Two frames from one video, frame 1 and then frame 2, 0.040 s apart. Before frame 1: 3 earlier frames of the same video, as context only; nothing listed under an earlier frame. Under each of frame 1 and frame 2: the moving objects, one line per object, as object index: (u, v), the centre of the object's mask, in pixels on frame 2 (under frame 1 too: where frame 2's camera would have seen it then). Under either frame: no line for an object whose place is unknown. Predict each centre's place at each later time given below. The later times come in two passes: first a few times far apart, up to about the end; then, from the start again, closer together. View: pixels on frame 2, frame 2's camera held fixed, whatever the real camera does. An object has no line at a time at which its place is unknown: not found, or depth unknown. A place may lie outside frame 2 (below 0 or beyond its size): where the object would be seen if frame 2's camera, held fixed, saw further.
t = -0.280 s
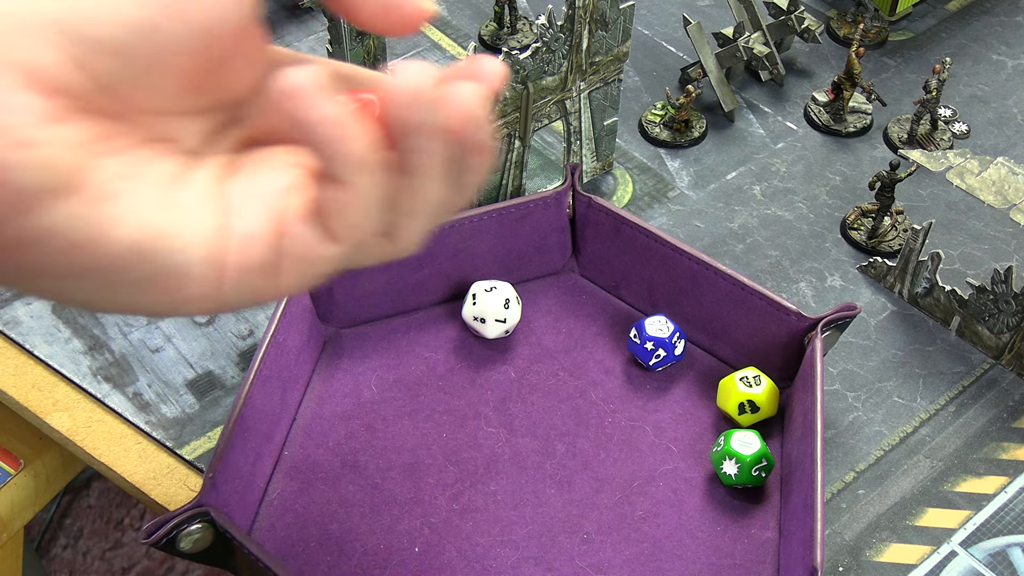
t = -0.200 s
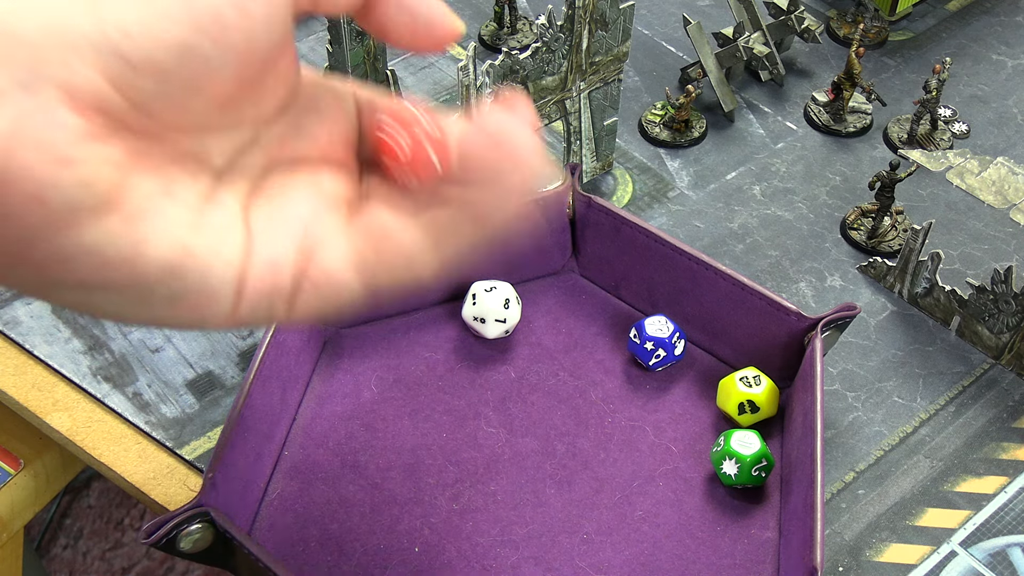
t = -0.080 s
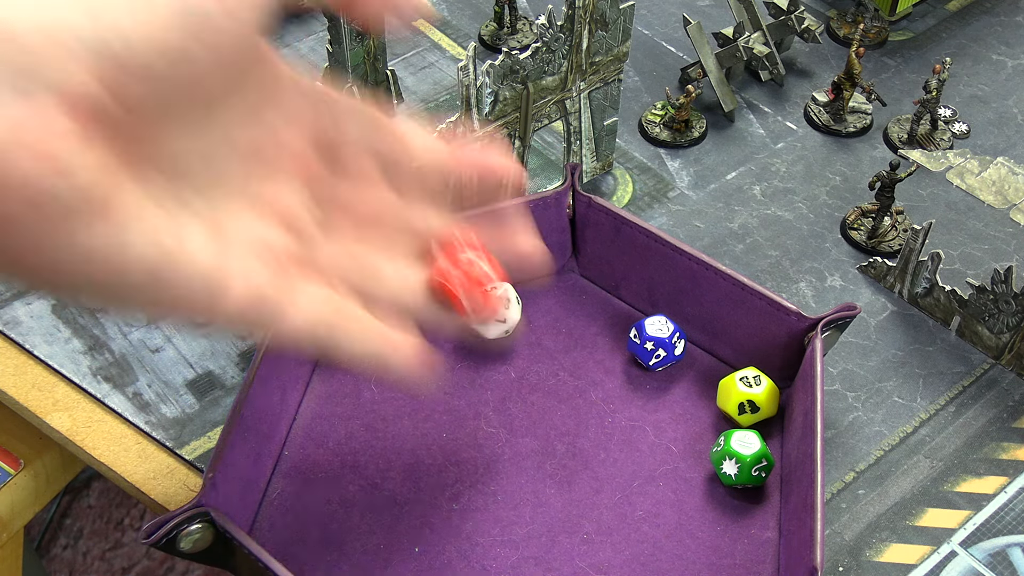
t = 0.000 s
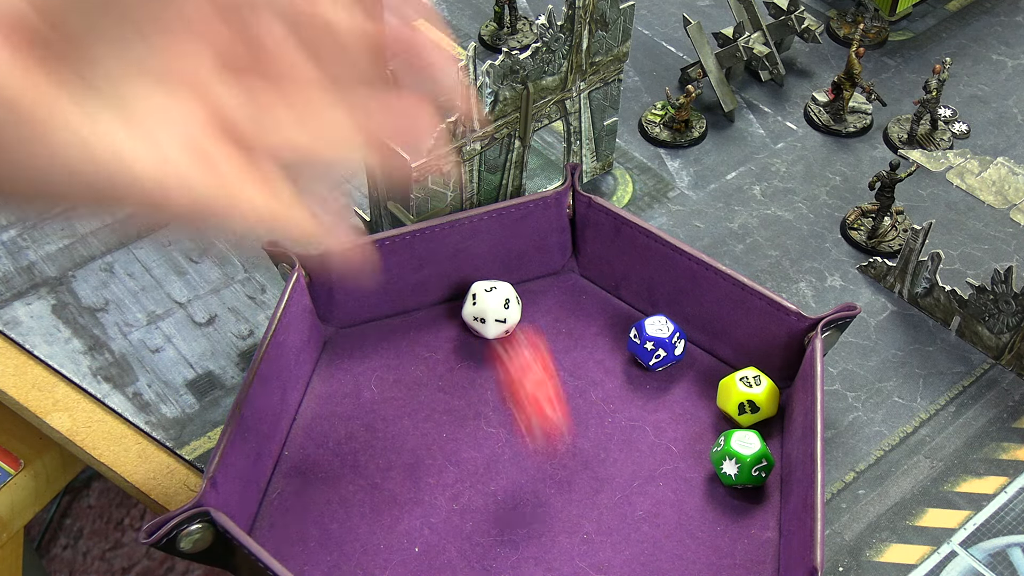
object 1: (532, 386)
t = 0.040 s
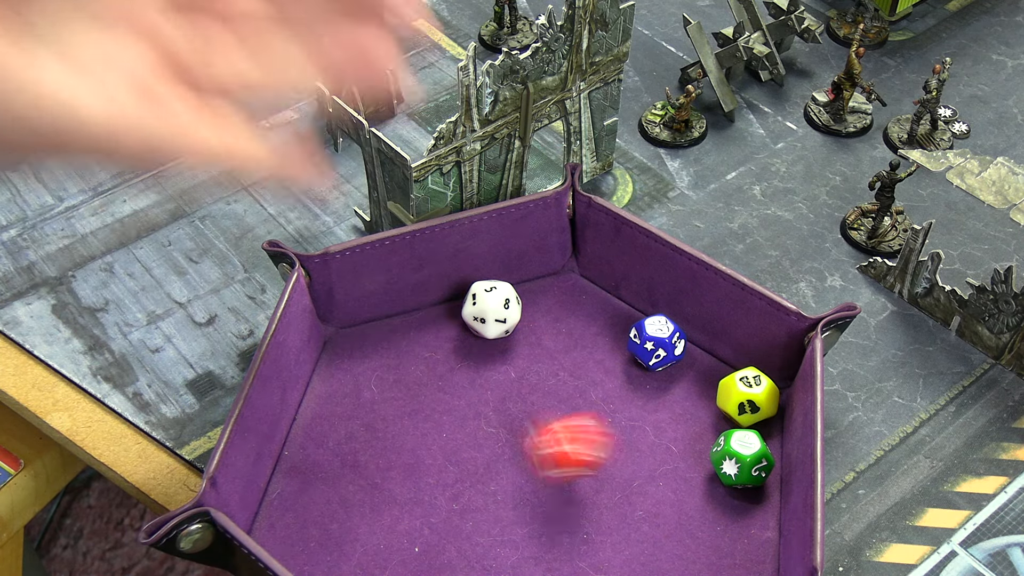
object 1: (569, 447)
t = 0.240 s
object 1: (734, 544)
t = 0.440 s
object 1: (682, 542)
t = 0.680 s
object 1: (699, 541)
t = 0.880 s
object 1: (699, 543)
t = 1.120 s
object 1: (699, 543)
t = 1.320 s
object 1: (699, 543)
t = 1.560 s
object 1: (699, 543)
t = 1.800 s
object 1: (699, 543)
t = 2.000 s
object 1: (699, 543)
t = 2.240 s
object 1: (699, 544)
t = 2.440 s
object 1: (699, 543)
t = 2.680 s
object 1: (699, 543)
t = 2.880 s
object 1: (699, 543)
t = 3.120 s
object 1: (699, 543)
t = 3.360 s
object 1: (699, 543)
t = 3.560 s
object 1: (699, 543)
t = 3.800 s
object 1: (699, 543)
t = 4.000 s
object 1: (699, 543)
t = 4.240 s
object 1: (699, 543)
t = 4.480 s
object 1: (699, 543)
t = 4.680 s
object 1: (699, 543)
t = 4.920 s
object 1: (699, 543)
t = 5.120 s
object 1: (699, 543)
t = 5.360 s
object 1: (699, 543)
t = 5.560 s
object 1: (699, 544)
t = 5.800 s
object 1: (699, 544)
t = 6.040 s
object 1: (699, 544)
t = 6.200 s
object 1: (699, 544)
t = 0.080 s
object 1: (620, 445)
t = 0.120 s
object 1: (672, 472)
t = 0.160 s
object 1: (720, 519)
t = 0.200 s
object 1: (749, 538)
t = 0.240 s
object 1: (734, 544)
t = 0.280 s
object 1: (722, 548)
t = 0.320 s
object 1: (713, 551)
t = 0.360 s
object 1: (699, 552)
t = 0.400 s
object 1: (687, 550)
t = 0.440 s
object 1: (682, 542)
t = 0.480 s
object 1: (684, 535)
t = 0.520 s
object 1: (692, 533)
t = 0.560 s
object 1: (698, 535)
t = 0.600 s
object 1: (702, 544)
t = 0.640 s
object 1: (700, 547)
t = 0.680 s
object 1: (699, 541)
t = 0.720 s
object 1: (700, 541)
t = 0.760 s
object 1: (699, 545)
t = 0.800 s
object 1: (699, 542)
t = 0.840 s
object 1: (699, 544)
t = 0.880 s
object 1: (699, 543)
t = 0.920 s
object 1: (699, 543)
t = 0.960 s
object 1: (699, 543)
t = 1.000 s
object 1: (699, 543)
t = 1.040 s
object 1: (699, 543)
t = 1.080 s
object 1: (699, 543)
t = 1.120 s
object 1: (699, 543)
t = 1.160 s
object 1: (699, 543)
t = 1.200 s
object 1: (699, 543)
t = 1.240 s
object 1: (699, 543)
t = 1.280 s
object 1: (699, 543)
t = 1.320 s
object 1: (699, 543)
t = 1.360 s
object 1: (699, 543)
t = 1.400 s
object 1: (699, 543)
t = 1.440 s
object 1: (699, 543)
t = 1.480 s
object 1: (699, 543)
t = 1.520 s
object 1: (699, 543)
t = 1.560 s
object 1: (699, 543)
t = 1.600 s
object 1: (699, 543)
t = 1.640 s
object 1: (699, 543)
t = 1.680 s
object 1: (699, 543)
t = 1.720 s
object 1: (699, 543)
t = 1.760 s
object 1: (699, 543)
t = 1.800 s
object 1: (699, 543)
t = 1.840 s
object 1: (699, 543)
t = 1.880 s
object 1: (699, 543)
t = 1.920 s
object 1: (699, 543)
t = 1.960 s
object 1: (699, 543)
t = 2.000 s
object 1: (699, 543)
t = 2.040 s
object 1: (699, 543)
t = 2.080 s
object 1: (699, 543)
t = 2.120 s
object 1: (699, 544)
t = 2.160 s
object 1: (699, 544)
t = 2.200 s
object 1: (699, 544)
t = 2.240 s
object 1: (699, 544)
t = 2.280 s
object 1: (699, 544)
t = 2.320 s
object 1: (699, 544)
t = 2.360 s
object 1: (699, 544)
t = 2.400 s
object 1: (699, 543)
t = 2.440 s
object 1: (699, 543)
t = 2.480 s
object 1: (699, 543)
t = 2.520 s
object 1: (699, 543)
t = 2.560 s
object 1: (699, 543)
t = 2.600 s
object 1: (699, 543)
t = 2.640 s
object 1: (699, 543)
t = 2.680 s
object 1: (699, 543)
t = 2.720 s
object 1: (699, 543)
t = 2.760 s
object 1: (699, 543)
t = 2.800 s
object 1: (699, 543)
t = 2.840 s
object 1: (699, 543)
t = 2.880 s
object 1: (699, 543)
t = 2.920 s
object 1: (699, 543)
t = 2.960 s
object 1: (699, 543)
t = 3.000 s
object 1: (699, 543)
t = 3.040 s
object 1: (699, 543)
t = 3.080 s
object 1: (699, 543)
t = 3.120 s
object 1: (699, 543)
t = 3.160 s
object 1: (699, 543)
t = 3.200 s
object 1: (699, 543)
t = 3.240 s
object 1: (699, 543)
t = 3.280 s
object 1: (699, 543)
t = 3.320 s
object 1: (699, 543)
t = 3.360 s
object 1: (699, 543)
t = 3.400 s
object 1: (699, 543)
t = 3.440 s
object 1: (699, 543)
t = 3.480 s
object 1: (699, 543)
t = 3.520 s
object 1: (699, 543)
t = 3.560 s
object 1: (699, 543)
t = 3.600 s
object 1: (699, 543)
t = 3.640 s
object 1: (699, 543)
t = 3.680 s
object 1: (699, 543)
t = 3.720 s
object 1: (699, 543)
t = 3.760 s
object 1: (699, 543)
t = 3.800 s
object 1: (699, 543)
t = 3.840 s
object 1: (699, 543)
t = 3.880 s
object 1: (699, 543)
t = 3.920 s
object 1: (699, 543)
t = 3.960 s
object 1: (699, 543)
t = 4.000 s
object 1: (699, 543)
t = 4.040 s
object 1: (699, 543)
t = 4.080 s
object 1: (699, 543)
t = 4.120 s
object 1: (699, 543)
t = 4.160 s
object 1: (699, 543)
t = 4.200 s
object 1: (699, 543)
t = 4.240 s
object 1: (699, 543)
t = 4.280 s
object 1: (699, 543)
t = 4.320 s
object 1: (699, 543)
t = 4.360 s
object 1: (699, 543)
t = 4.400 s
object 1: (699, 543)
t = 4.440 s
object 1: (699, 543)
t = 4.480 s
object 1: (699, 543)
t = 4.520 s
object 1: (699, 543)
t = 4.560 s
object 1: (699, 543)
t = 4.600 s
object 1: (699, 543)
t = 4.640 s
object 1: (699, 543)
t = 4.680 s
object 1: (699, 543)
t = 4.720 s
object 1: (699, 543)
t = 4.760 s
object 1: (699, 543)
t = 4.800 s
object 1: (699, 543)
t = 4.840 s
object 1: (699, 543)
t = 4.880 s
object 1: (699, 543)
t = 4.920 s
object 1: (699, 543)
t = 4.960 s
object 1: (699, 543)
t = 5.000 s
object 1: (699, 543)
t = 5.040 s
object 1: (699, 543)
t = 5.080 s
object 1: (699, 543)
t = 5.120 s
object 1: (699, 543)
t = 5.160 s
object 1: (699, 543)
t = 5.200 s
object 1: (699, 543)
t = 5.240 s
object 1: (699, 543)
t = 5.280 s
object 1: (699, 543)
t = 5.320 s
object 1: (699, 543)
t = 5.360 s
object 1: (699, 543)
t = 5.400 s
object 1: (699, 543)
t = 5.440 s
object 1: (699, 543)
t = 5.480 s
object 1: (699, 544)
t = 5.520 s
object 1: (699, 544)
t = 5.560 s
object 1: (699, 544)
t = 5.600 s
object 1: (699, 544)
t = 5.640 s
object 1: (699, 544)
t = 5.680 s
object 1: (699, 544)
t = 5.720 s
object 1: (699, 544)
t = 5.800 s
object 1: (699, 544)
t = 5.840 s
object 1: (699, 544)
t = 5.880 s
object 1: (699, 544)
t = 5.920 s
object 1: (699, 544)
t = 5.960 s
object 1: (699, 544)
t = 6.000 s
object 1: (699, 544)
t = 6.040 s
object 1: (699, 544)
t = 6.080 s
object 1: (699, 544)
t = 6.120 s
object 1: (699, 544)
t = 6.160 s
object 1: (699, 544)
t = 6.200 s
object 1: (699, 544)
